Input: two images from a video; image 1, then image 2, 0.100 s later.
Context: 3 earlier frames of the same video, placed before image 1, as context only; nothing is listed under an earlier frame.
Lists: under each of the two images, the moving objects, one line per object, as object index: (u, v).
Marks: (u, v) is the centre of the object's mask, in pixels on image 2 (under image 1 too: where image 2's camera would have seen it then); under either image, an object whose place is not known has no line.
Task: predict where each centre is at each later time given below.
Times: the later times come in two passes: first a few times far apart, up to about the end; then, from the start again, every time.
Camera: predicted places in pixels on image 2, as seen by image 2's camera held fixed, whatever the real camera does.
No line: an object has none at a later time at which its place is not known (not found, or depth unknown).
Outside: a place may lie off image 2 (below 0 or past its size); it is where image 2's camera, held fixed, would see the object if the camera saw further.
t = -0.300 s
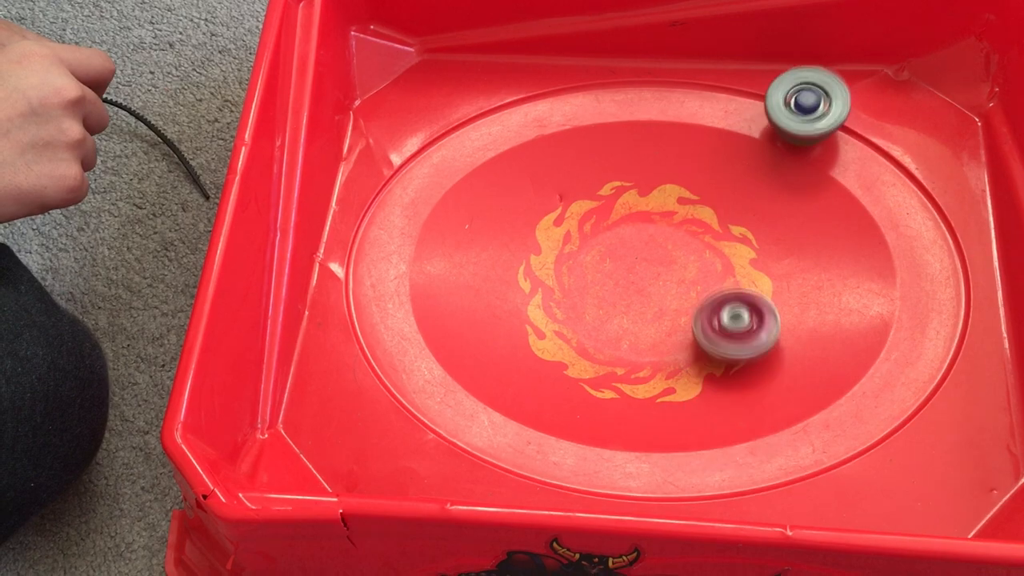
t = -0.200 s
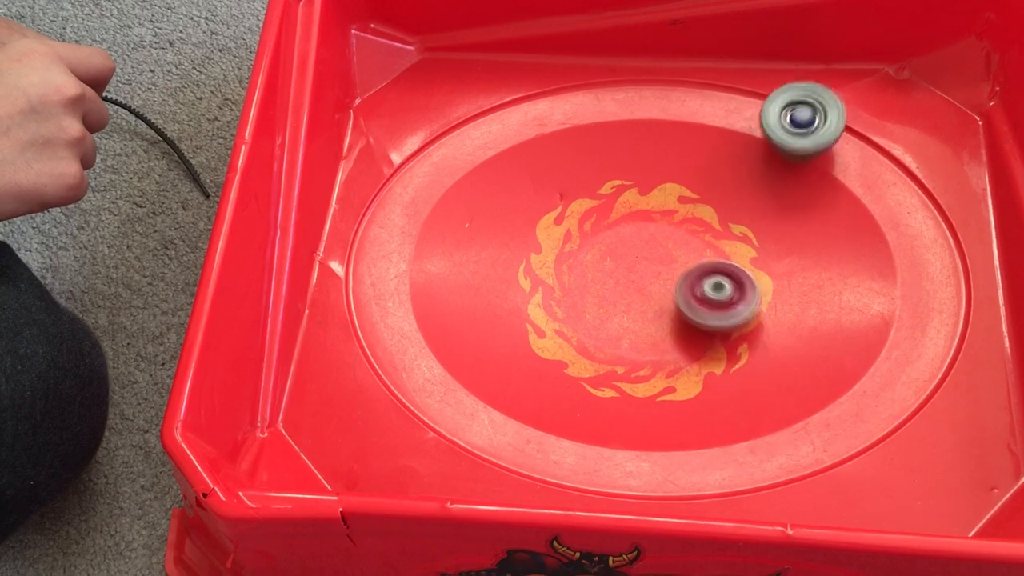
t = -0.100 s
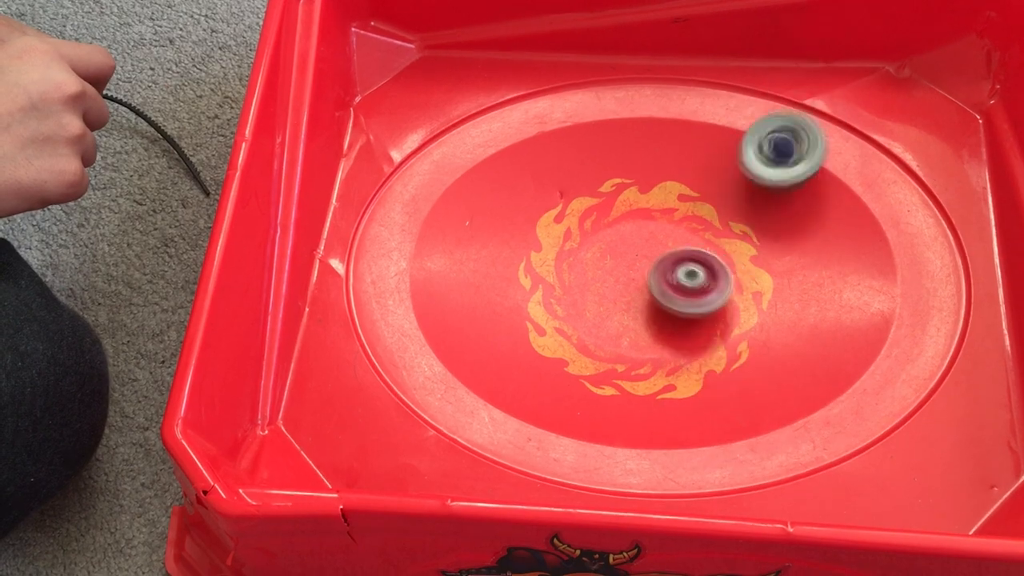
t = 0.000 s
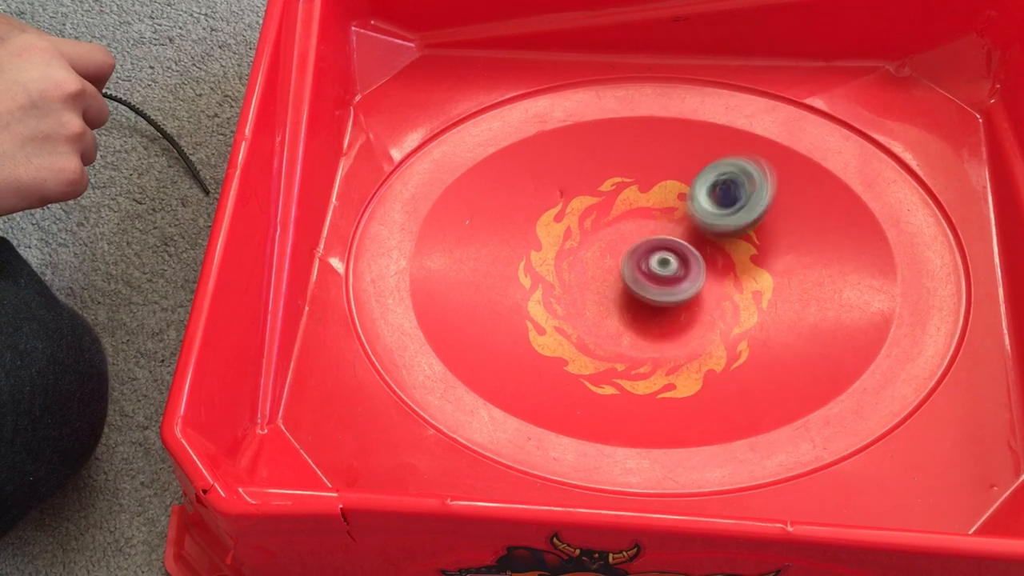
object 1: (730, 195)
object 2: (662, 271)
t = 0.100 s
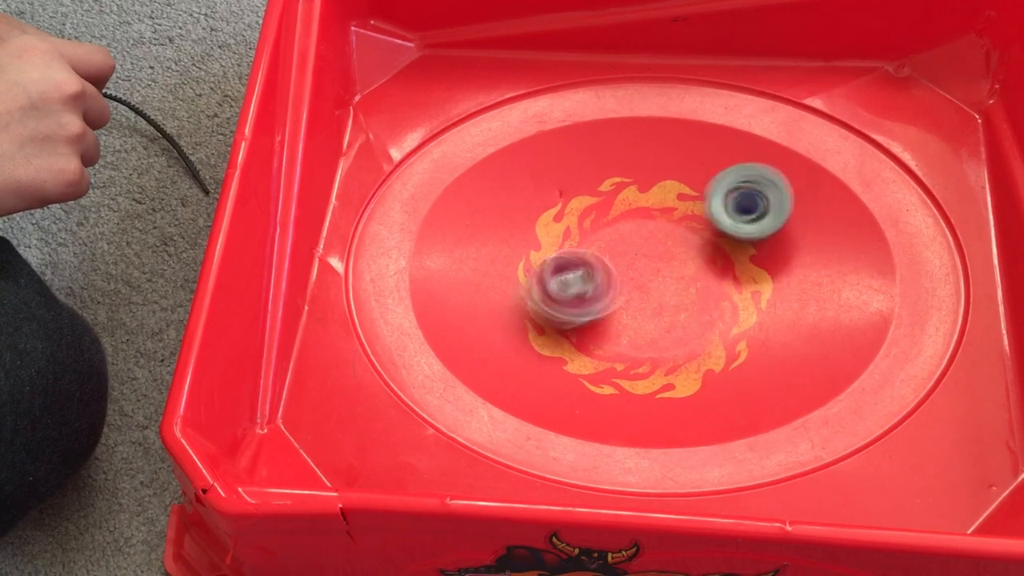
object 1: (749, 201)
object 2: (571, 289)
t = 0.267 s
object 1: (772, 220)
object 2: (461, 306)
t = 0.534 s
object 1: (740, 295)
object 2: (510, 312)
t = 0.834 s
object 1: (653, 343)
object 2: (592, 278)
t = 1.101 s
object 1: (577, 310)
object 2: (669, 236)
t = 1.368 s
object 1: (538, 243)
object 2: (728, 207)
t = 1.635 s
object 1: (557, 214)
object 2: (730, 214)
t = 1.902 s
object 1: (641, 229)
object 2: (720, 254)
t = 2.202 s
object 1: (586, 220)
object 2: (736, 327)
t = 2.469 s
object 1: (603, 262)
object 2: (682, 326)
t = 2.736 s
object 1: (630, 242)
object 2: (611, 324)
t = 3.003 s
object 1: (643, 226)
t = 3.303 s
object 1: (649, 238)
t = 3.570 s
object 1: (665, 262)
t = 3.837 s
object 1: (674, 273)
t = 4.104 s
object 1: (670, 284)
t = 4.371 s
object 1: (658, 316)
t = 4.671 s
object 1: (623, 319)
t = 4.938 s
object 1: (581, 306)
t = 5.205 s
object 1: (580, 249)
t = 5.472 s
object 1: (619, 196)
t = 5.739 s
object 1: (685, 230)
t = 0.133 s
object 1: (760, 202)
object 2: (535, 296)
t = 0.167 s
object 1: (766, 203)
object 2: (504, 301)
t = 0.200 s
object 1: (770, 208)
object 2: (481, 303)
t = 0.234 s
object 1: (772, 212)
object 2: (467, 305)
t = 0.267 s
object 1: (772, 220)
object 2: (461, 306)
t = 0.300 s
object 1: (771, 226)
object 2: (461, 307)
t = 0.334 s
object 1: (769, 236)
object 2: (464, 309)
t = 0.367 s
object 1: (766, 245)
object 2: (469, 311)
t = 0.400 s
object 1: (762, 255)
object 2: (475, 313)
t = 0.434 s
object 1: (758, 265)
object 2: (483, 314)
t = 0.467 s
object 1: (752, 275)
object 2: (492, 314)
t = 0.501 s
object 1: (747, 285)
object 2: (501, 313)
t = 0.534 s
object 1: (740, 295)
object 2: (510, 312)
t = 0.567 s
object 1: (733, 303)
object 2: (519, 310)
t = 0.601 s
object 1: (725, 312)
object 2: (528, 308)
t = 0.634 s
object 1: (716, 318)
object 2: (537, 305)
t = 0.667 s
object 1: (707, 325)
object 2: (547, 302)
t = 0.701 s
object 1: (696, 330)
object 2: (556, 299)
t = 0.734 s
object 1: (686, 336)
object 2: (565, 295)
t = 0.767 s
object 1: (675, 338)
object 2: (574, 291)
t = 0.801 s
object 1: (664, 342)
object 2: (583, 285)
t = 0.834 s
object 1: (653, 343)
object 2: (592, 278)
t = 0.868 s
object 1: (644, 343)
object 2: (601, 272)
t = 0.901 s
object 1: (632, 341)
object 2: (610, 266)
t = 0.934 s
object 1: (624, 338)
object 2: (620, 261)
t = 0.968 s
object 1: (613, 334)
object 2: (630, 256)
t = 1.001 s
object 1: (605, 329)
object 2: (640, 251)
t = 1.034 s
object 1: (594, 323)
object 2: (650, 246)
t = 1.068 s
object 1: (586, 316)
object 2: (659, 241)
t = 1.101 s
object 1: (577, 310)
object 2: (669, 236)
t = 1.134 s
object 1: (569, 302)
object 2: (679, 232)
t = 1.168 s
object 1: (562, 295)
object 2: (689, 228)
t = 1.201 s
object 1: (557, 287)
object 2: (699, 224)
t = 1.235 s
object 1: (551, 279)
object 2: (707, 221)
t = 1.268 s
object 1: (546, 269)
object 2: (714, 217)
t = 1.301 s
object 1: (542, 261)
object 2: (719, 213)
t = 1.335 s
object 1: (539, 252)
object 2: (724, 210)
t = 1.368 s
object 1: (538, 243)
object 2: (728, 207)
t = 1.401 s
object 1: (535, 236)
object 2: (730, 206)
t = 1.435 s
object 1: (536, 228)
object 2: (732, 205)
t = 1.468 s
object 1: (535, 222)
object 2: (732, 205)
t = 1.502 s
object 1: (537, 218)
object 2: (732, 205)
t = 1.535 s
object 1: (540, 215)
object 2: (732, 206)
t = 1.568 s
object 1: (543, 214)
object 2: (732, 208)
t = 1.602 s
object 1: (549, 214)
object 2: (731, 211)
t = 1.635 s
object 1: (557, 214)
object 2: (730, 214)
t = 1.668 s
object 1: (566, 215)
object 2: (730, 218)
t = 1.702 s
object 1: (575, 217)
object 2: (729, 222)
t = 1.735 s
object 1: (587, 219)
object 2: (729, 226)
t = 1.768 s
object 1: (598, 221)
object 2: (728, 231)
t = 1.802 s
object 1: (609, 222)
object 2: (727, 236)
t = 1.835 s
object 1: (618, 223)
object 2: (725, 241)
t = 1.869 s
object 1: (630, 225)
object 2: (723, 247)
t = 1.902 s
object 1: (641, 229)
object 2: (720, 254)
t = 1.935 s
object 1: (639, 225)
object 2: (730, 266)
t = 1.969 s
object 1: (629, 221)
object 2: (742, 281)
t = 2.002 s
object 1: (621, 216)
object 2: (748, 296)
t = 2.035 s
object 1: (615, 215)
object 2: (749, 307)
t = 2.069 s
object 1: (609, 213)
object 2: (747, 315)
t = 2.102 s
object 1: (604, 211)
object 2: (744, 320)
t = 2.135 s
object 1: (597, 213)
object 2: (741, 323)
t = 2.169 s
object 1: (590, 215)
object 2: (739, 325)
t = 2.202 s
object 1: (586, 220)
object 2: (736, 327)
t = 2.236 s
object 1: (582, 226)
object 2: (732, 328)
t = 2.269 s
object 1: (582, 231)
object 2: (728, 329)
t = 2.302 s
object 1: (582, 235)
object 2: (723, 329)
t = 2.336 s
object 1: (585, 240)
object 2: (717, 329)
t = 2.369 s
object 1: (588, 246)
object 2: (710, 329)
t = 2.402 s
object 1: (591, 251)
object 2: (702, 328)
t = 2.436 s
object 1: (597, 257)
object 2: (693, 327)
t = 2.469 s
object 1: (603, 262)
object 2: (682, 326)
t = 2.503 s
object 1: (611, 265)
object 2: (671, 326)
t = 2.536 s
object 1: (615, 264)
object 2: (665, 330)
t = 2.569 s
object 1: (618, 260)
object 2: (656, 332)
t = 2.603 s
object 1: (622, 256)
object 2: (647, 332)
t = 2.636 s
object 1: (624, 252)
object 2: (637, 331)
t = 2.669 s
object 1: (626, 248)
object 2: (628, 328)
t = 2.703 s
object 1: (629, 246)
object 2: (620, 326)
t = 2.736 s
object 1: (630, 242)
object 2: (611, 324)
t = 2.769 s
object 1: (633, 239)
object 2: (602, 320)
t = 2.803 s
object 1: (633, 237)
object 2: (594, 317)
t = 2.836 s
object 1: (636, 235)
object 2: (587, 313)
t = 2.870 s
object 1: (638, 233)
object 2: (581, 309)
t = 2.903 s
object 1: (639, 230)
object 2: (577, 306)
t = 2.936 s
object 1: (642, 228)
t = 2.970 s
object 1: (642, 226)
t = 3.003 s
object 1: (643, 226)
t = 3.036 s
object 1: (644, 225)
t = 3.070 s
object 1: (644, 225)
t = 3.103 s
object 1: (645, 225)
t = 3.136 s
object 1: (646, 226)
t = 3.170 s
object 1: (645, 227)
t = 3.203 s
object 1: (647, 229)
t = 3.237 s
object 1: (647, 232)
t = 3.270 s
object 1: (648, 234)
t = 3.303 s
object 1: (649, 238)
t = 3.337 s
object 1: (649, 241)
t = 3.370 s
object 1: (652, 243)
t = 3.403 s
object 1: (654, 248)
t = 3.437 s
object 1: (656, 250)
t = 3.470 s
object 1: (659, 253)
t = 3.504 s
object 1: (660, 257)
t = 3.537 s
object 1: (662, 258)
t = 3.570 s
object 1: (665, 262)
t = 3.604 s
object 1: (666, 263)
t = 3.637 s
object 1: (668, 265)
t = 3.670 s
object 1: (670, 268)
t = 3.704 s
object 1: (671, 268)
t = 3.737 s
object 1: (673, 269)
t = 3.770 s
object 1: (672, 271)
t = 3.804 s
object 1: (673, 271)
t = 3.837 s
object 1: (674, 273)
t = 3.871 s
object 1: (673, 274)
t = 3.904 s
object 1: (674, 274)
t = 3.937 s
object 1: (674, 276)
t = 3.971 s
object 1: (673, 276)
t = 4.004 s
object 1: (674, 276)
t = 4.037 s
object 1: (673, 279)
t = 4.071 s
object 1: (672, 280)
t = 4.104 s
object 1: (670, 284)
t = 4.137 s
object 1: (666, 291)
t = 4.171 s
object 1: (664, 297)
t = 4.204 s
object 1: (663, 302)
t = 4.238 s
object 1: (661, 307)
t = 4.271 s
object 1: (661, 310)
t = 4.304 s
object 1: (661, 313)
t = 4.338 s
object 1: (659, 315)
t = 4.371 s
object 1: (658, 316)
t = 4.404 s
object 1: (657, 319)
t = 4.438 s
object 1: (654, 319)
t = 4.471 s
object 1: (653, 320)
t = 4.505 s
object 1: (652, 321)
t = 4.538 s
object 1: (649, 319)
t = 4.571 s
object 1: (647, 319)
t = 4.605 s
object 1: (639, 320)
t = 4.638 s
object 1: (631, 320)
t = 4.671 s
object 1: (623, 319)
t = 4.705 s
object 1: (615, 320)
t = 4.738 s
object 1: (606, 318)
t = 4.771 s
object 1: (598, 316)
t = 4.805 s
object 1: (593, 316)
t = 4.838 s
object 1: (589, 314)
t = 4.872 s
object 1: (585, 311)
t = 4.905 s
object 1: (583, 309)
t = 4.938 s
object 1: (581, 306)
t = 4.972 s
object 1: (580, 301)
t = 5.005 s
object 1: (580, 294)
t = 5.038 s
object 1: (579, 289)
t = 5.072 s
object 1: (580, 284)
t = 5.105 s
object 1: (580, 279)
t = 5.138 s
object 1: (580, 270)
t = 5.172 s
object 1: (582, 264)
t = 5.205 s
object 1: (580, 249)
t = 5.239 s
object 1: (578, 231)
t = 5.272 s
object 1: (580, 216)
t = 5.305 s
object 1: (583, 206)
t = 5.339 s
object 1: (590, 201)
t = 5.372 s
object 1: (596, 197)
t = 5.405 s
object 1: (604, 195)
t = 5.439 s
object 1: (612, 194)
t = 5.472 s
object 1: (619, 196)
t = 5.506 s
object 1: (627, 197)
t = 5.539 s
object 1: (635, 200)
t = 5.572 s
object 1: (644, 205)
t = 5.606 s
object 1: (652, 209)
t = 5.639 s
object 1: (661, 214)
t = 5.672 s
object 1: (671, 220)
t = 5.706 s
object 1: (679, 225)
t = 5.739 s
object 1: (685, 230)
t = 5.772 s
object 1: (693, 234)
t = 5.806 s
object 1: (699, 240)
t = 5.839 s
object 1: (704, 246)
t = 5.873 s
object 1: (705, 253)
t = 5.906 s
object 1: (706, 257)
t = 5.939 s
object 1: (708, 262)
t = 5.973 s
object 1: (709, 268)
